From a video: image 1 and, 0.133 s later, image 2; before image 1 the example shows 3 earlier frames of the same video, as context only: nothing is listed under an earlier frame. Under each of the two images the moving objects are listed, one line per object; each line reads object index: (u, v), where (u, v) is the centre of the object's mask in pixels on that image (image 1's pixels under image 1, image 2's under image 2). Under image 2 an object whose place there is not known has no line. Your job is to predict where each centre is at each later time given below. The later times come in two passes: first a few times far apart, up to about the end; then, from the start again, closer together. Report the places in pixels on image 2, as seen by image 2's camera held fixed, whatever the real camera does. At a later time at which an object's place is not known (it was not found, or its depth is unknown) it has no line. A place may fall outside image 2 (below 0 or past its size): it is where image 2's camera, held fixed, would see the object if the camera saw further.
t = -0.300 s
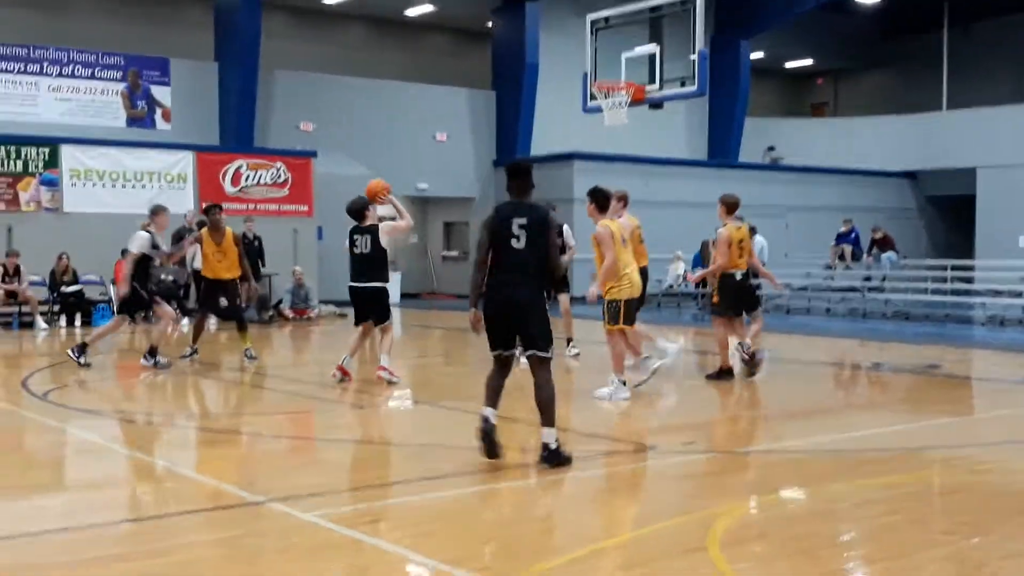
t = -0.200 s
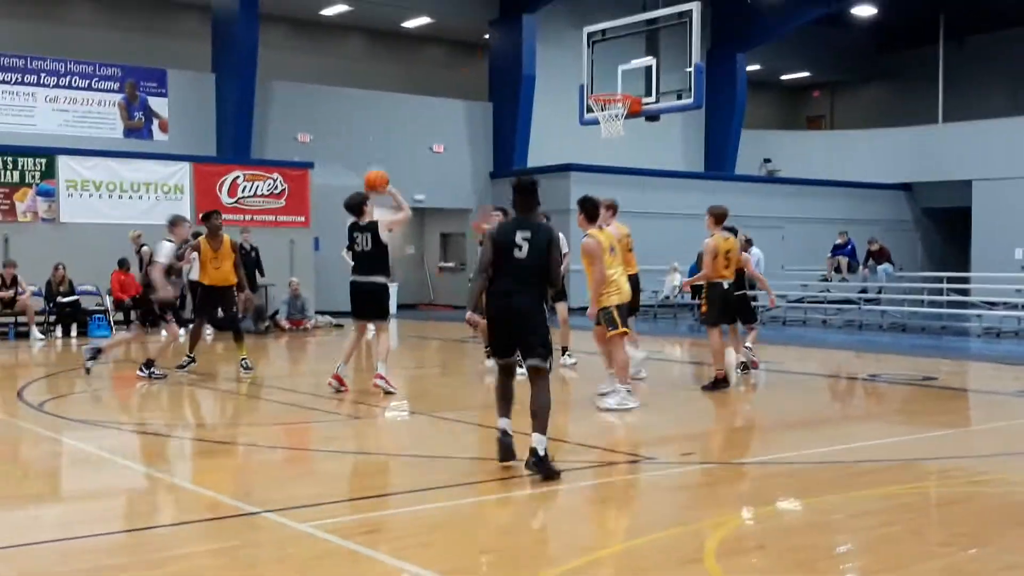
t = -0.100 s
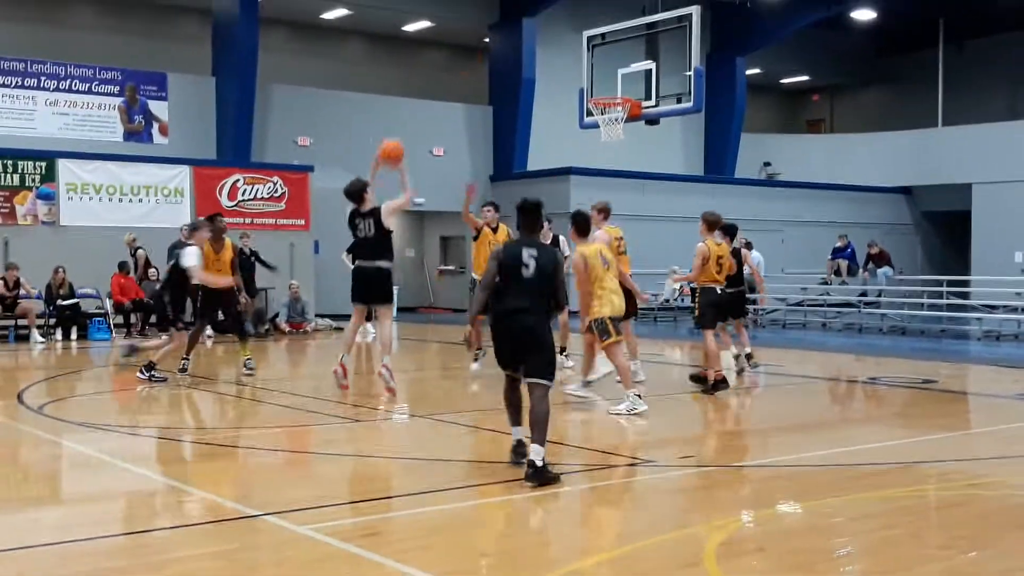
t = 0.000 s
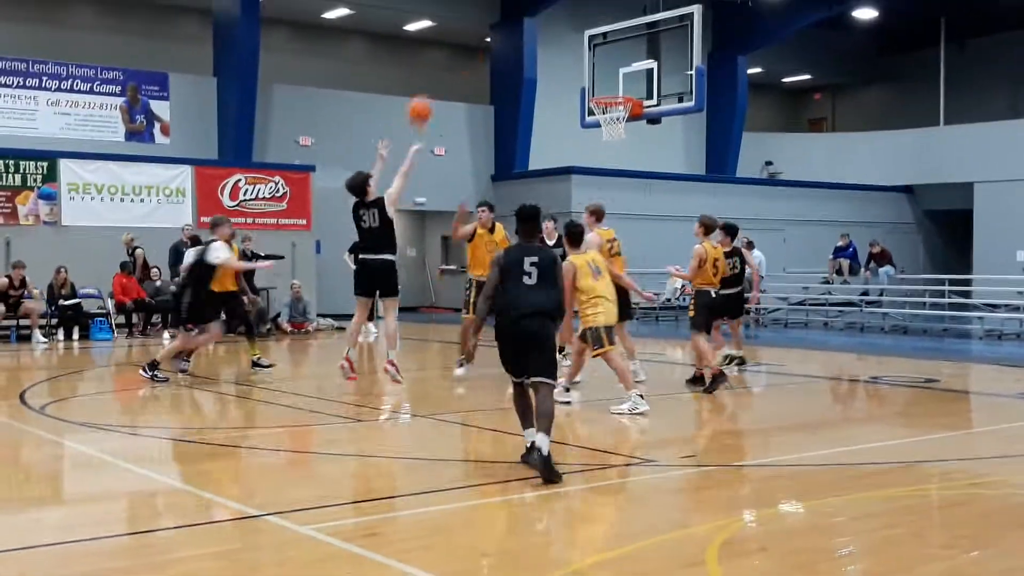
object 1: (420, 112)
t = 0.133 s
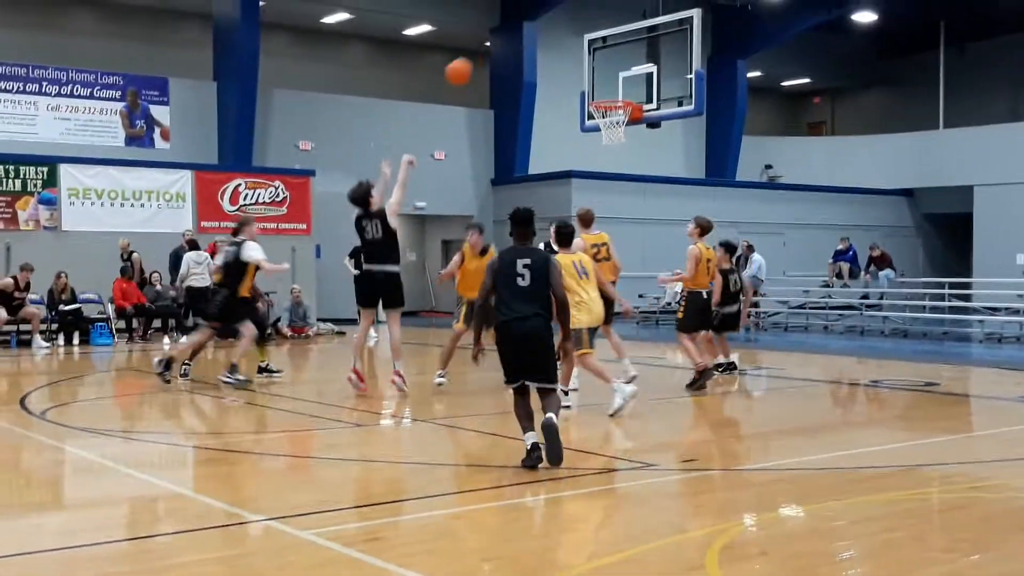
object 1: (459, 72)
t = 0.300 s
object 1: (505, 45)
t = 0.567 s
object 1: (574, 56)
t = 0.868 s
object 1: (602, 131)
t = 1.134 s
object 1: (589, 149)
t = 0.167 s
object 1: (469, 64)
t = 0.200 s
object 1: (478, 58)
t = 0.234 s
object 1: (487, 52)
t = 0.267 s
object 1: (496, 48)
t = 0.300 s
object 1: (505, 45)
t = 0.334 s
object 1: (514, 42)
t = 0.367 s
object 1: (523, 41)
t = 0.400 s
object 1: (532, 41)
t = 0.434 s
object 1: (541, 42)
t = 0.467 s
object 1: (549, 44)
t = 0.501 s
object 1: (558, 47)
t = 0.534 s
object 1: (566, 51)
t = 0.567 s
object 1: (574, 56)
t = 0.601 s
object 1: (582, 63)
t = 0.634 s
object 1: (591, 70)
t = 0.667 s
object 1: (598, 78)
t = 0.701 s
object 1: (606, 87)
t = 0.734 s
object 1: (613, 93)
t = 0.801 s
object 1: (614, 113)
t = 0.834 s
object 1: (608, 125)
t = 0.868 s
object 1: (602, 131)
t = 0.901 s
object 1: (599, 132)
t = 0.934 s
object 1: (596, 133)
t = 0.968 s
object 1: (595, 131)
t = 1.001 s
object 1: (594, 137)
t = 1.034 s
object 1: (593, 138)
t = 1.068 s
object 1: (592, 140)
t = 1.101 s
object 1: (591, 143)
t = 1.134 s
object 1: (589, 149)
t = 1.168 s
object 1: (588, 154)
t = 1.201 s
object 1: (586, 161)
